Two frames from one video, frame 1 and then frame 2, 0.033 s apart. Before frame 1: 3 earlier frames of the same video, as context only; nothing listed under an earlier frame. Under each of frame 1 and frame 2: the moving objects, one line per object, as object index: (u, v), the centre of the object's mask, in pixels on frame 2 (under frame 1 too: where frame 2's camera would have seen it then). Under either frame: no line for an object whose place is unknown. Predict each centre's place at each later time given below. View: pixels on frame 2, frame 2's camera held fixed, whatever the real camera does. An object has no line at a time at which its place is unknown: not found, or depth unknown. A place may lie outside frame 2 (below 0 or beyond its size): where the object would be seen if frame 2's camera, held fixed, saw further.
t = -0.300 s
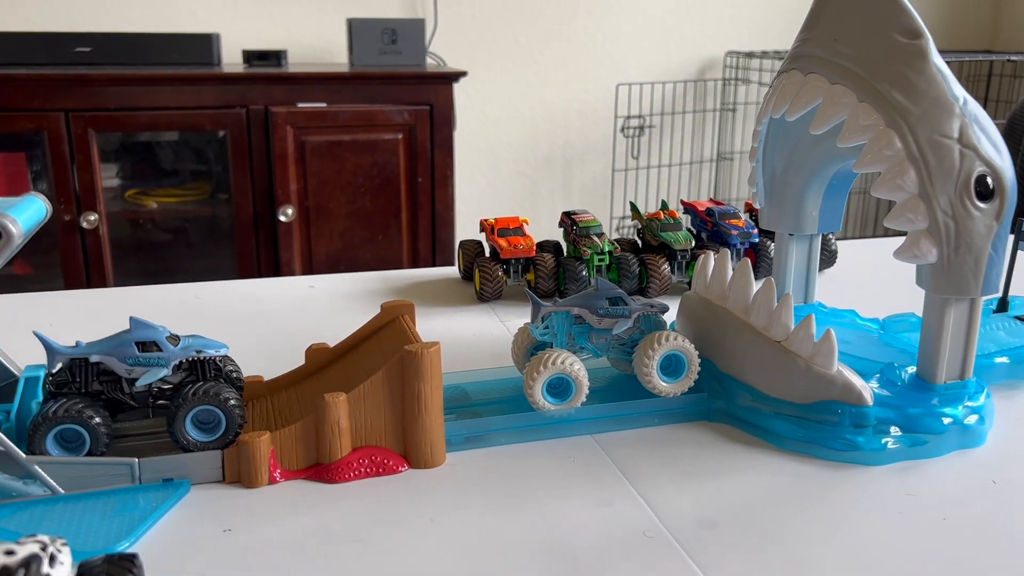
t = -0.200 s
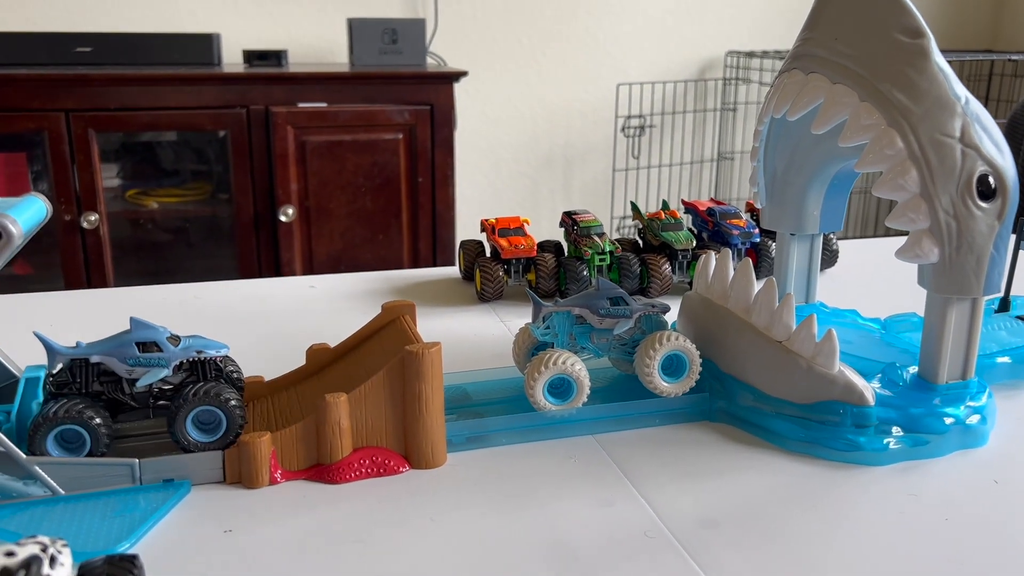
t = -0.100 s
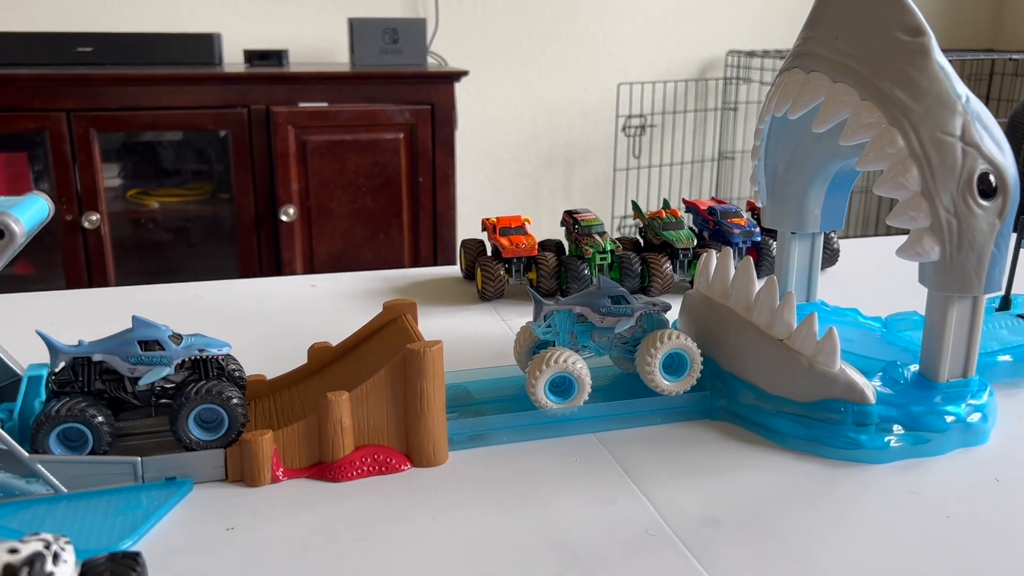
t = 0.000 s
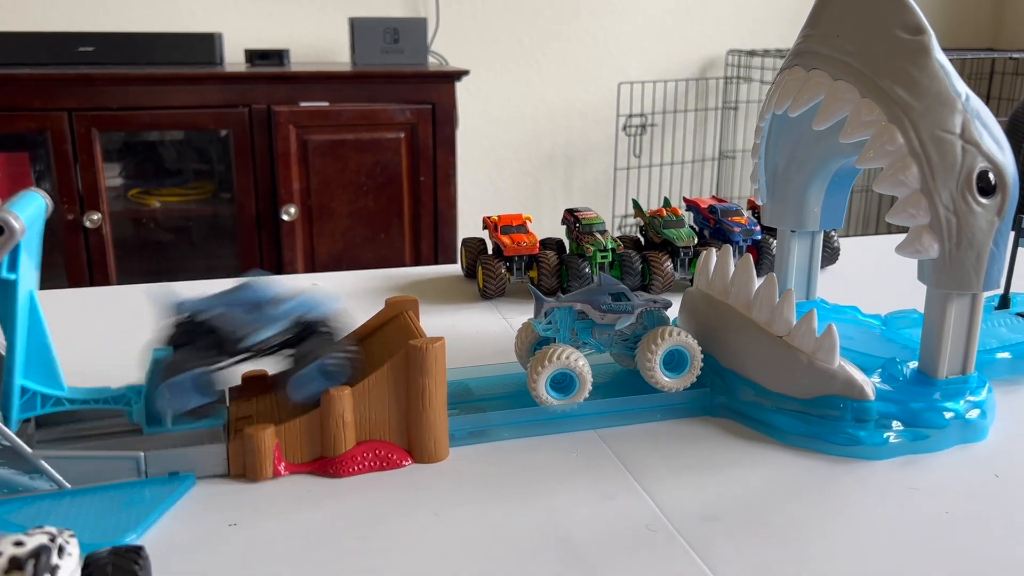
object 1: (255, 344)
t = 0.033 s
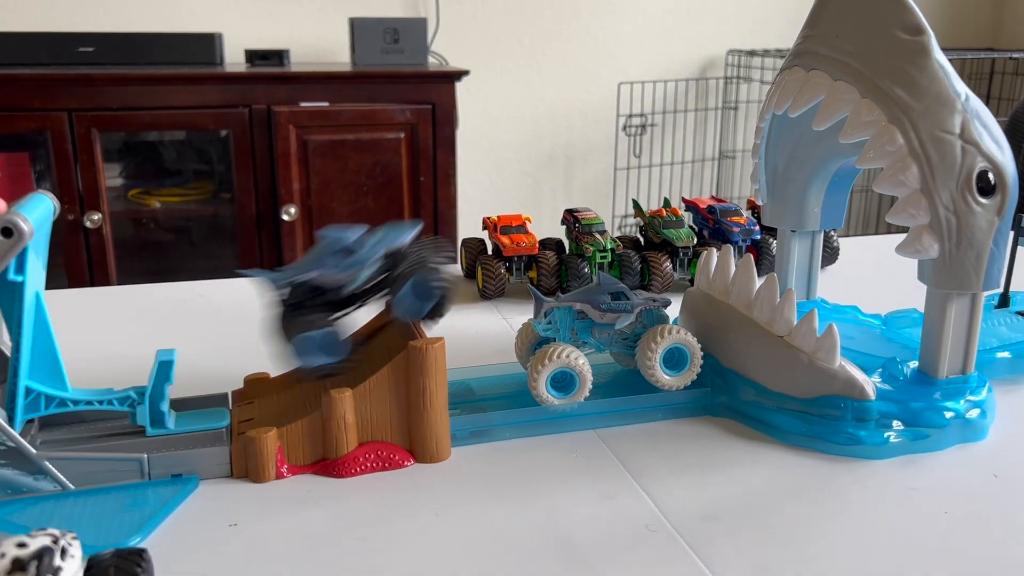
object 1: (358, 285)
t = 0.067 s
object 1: (429, 247)
